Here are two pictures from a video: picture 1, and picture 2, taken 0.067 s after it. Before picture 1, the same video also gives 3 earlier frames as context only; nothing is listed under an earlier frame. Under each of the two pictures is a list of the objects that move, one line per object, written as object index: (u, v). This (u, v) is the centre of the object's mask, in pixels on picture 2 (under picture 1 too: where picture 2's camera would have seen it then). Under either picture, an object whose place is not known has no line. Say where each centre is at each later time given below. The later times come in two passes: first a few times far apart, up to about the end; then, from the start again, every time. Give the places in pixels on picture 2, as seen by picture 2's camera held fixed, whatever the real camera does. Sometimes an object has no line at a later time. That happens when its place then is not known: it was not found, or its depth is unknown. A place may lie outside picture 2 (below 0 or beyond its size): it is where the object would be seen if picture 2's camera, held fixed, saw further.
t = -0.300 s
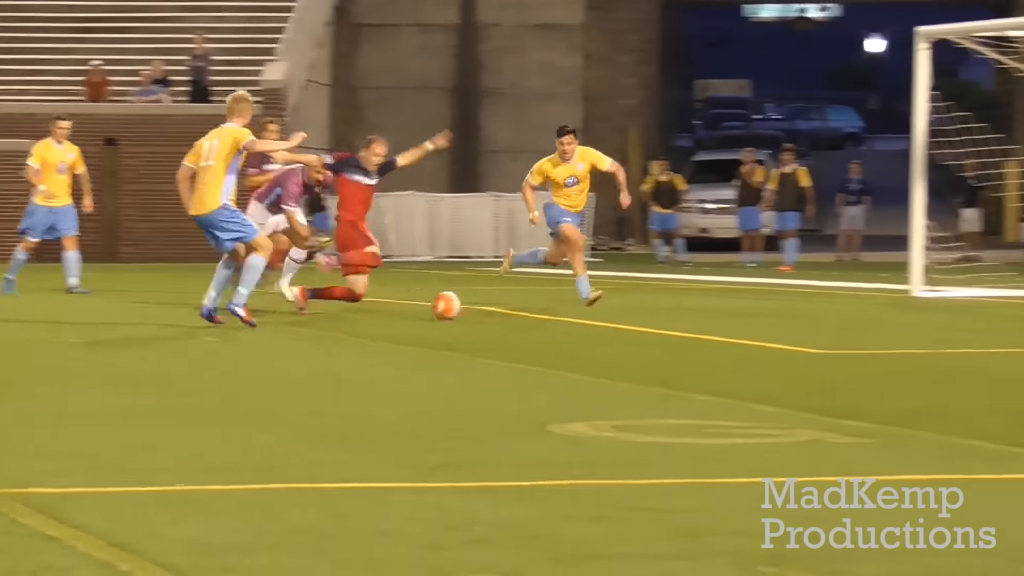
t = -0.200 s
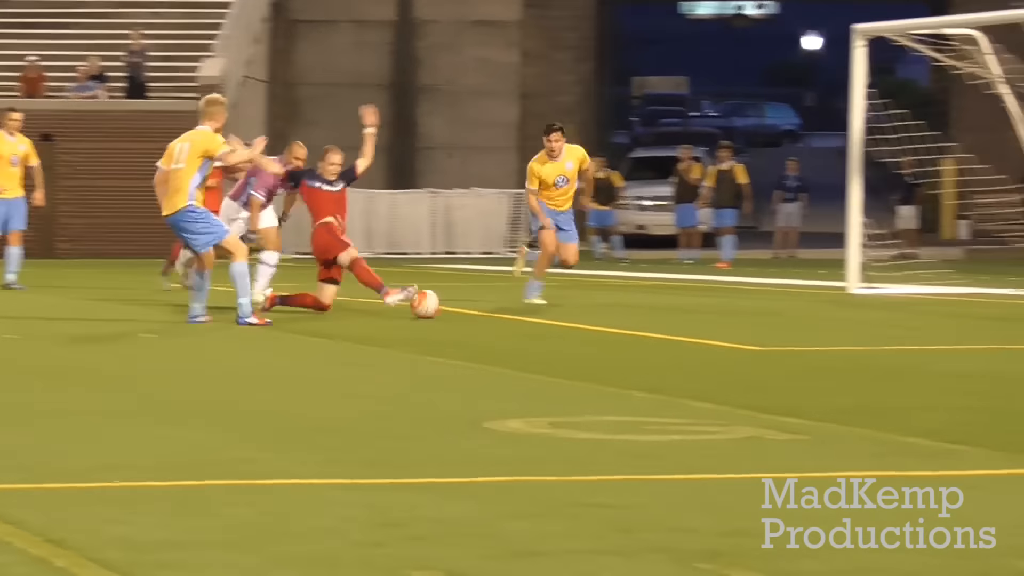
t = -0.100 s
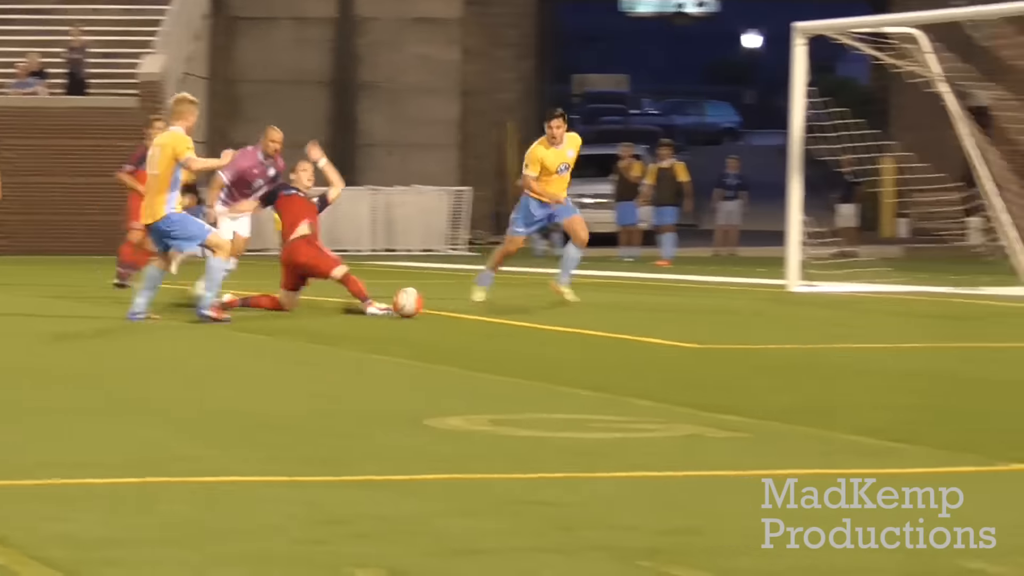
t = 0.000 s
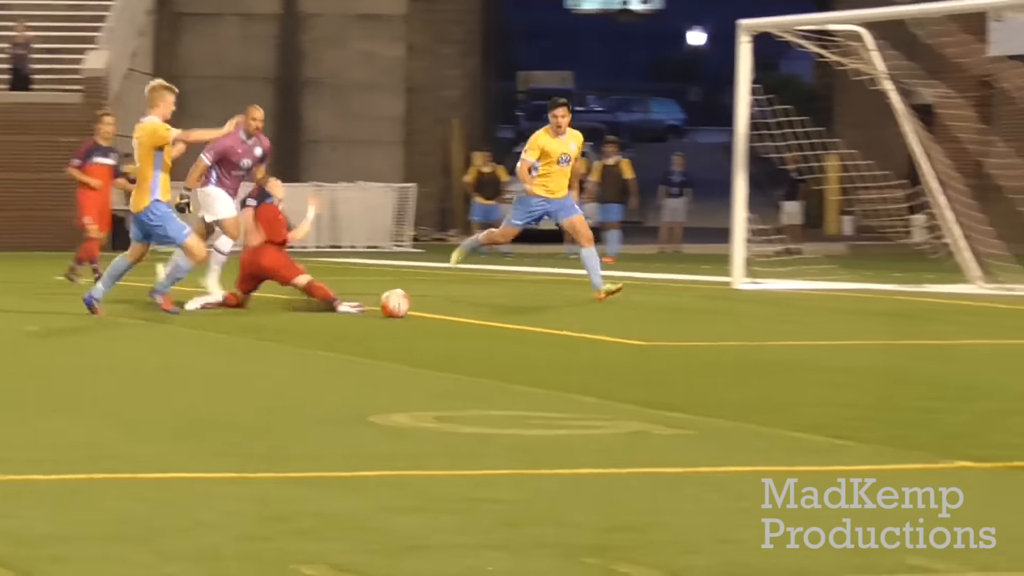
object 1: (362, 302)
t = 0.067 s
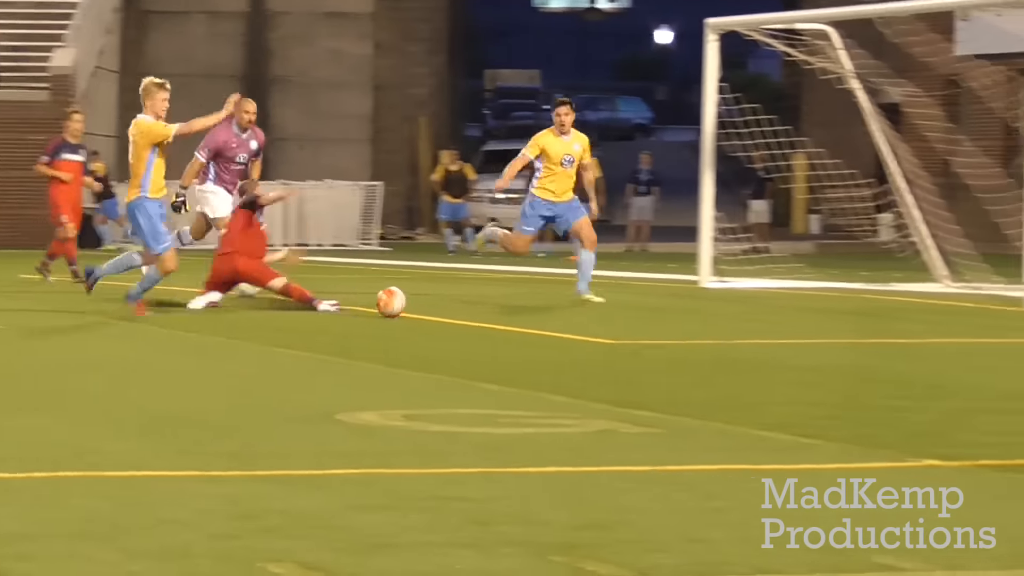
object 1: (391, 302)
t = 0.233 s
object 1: (462, 307)
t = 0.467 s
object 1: (561, 311)
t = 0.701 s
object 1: (662, 319)
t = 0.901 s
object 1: (750, 322)
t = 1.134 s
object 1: (854, 329)
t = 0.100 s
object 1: (405, 304)
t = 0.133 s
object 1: (419, 305)
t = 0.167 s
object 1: (434, 305)
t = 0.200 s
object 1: (448, 306)
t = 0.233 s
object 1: (462, 307)
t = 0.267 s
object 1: (476, 308)
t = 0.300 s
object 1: (490, 307)
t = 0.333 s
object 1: (504, 307)
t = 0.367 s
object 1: (518, 310)
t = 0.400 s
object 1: (532, 311)
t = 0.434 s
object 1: (547, 311)
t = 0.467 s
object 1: (561, 311)
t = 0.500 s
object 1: (576, 313)
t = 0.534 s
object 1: (590, 315)
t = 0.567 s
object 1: (604, 315)
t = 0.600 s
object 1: (619, 314)
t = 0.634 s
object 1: (633, 315)
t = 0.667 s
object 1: (648, 317)
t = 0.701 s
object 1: (662, 319)
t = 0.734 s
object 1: (676, 318)
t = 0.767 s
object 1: (691, 317)
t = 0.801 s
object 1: (706, 318)
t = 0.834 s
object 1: (720, 322)
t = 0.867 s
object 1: (735, 323)
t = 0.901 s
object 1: (750, 322)
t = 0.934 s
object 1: (764, 322)
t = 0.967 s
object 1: (779, 324)
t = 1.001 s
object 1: (794, 327)
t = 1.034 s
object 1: (809, 327)
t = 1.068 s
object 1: (824, 326)
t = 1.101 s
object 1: (839, 327)
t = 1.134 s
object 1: (854, 329)
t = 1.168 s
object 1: (870, 332)
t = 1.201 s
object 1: (885, 331)
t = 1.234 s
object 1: (900, 330)
